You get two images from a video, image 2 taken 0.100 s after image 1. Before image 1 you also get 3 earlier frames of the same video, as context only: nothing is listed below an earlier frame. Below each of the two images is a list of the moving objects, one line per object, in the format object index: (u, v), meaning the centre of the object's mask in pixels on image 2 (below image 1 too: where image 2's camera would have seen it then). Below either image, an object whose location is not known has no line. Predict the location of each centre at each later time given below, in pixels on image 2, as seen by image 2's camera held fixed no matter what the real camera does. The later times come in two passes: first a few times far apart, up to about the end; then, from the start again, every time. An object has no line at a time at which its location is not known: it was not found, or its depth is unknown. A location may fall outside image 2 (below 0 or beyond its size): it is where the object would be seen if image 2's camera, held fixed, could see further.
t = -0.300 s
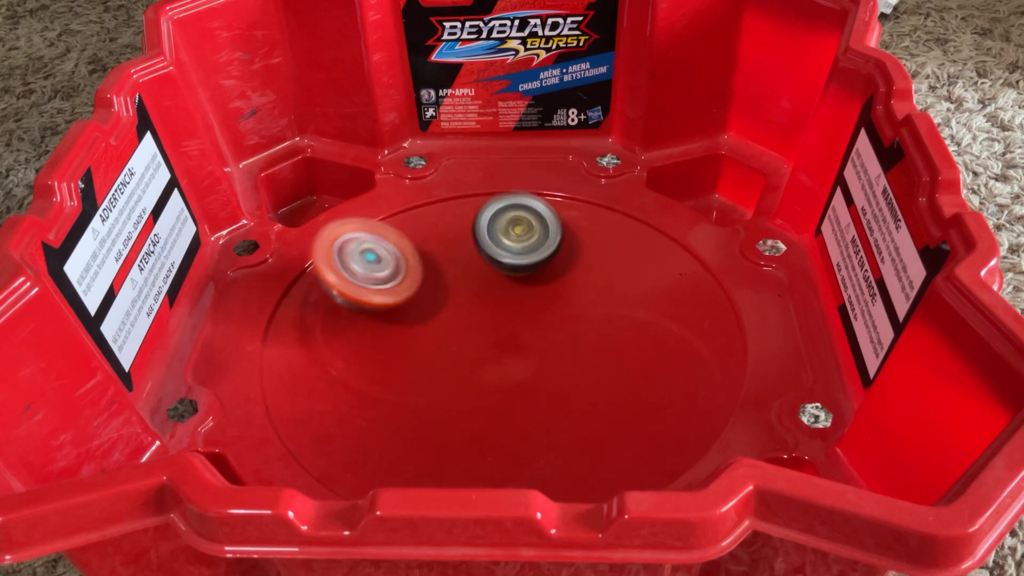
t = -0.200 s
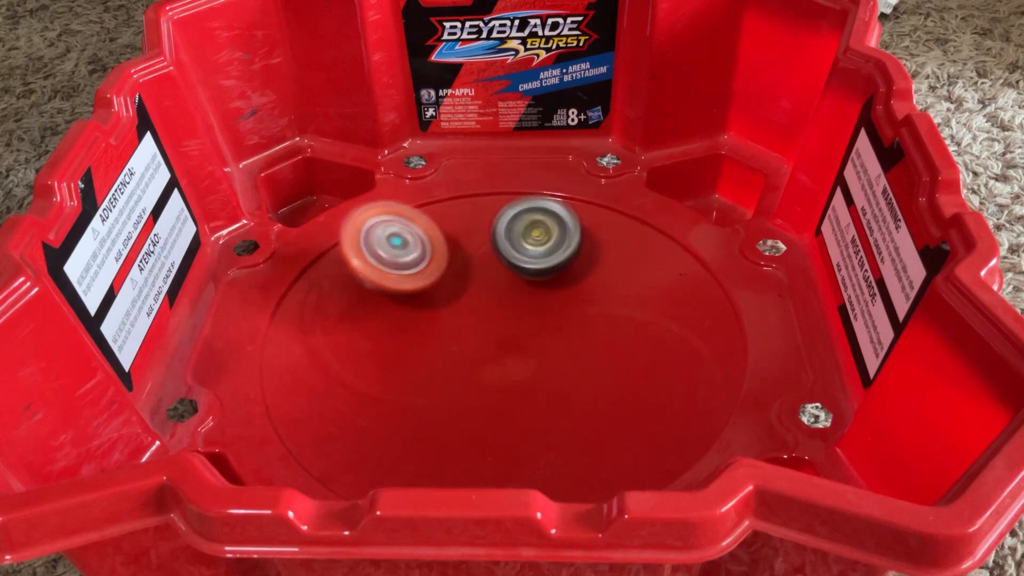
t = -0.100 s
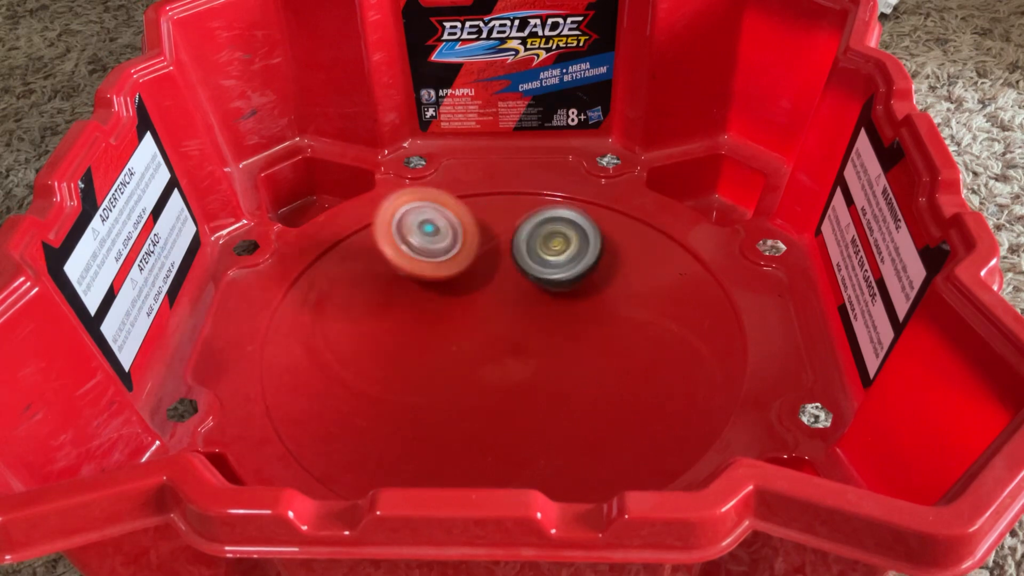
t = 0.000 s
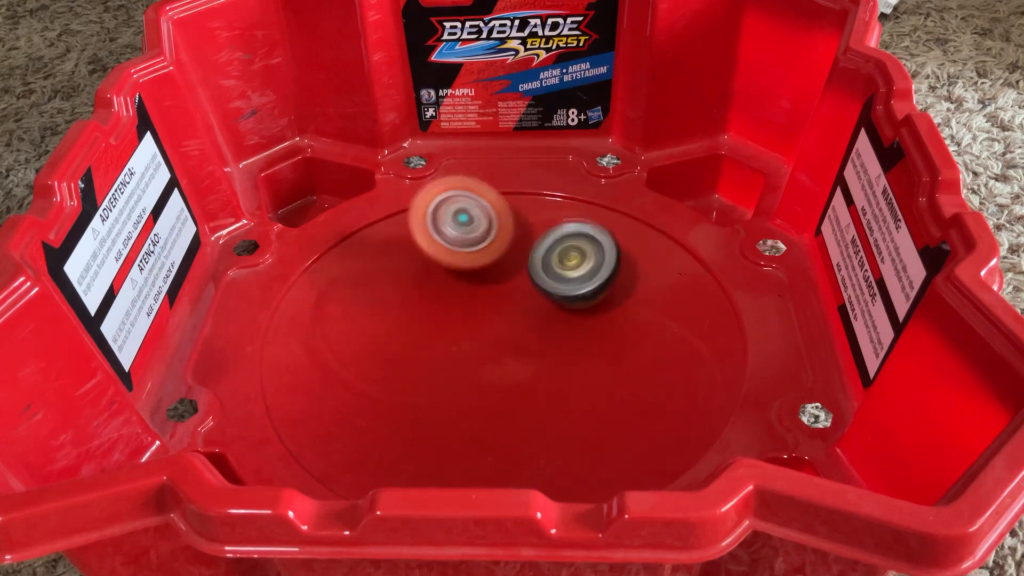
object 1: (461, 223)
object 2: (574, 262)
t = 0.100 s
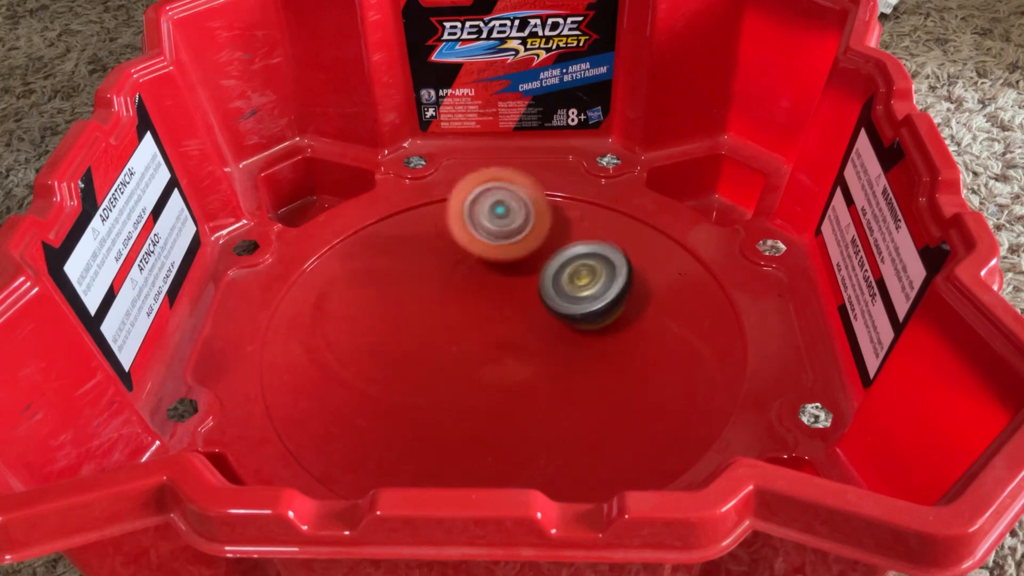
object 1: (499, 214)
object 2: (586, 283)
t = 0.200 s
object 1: (534, 204)
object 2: (591, 305)
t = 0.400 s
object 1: (587, 210)
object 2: (571, 350)
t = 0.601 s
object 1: (631, 253)
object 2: (518, 380)
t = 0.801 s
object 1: (657, 309)
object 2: (456, 375)
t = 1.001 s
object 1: (645, 363)
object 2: (418, 343)
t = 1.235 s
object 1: (576, 420)
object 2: (422, 297)
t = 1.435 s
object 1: (485, 434)
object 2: (465, 273)
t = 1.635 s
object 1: (414, 396)
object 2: (518, 271)
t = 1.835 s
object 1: (357, 343)
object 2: (560, 293)
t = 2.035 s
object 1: (340, 287)
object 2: (574, 329)
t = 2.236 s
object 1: (361, 236)
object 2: (545, 364)
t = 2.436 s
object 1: (420, 205)
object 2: (492, 375)
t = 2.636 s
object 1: (497, 198)
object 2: (447, 355)
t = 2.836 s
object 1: (568, 222)
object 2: (434, 318)
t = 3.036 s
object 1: (631, 257)
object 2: (461, 287)
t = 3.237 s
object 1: (653, 306)
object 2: (505, 274)
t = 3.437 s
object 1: (630, 364)
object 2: (548, 287)
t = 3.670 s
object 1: (555, 417)
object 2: (567, 325)
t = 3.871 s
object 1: (469, 412)
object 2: (543, 357)
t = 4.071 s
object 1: (387, 383)
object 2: (506, 360)
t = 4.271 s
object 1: (352, 333)
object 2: (469, 341)
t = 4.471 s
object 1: (359, 281)
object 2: (469, 312)
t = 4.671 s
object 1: (406, 238)
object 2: (491, 290)
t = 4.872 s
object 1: (466, 218)
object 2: (535, 298)
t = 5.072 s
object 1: (534, 230)
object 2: (561, 320)
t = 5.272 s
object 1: (587, 263)
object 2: (552, 348)
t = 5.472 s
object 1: (613, 309)
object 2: (509, 369)
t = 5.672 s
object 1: (596, 357)
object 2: (465, 355)
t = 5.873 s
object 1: (533, 393)
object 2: (450, 323)
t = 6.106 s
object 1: (446, 387)
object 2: (479, 289)
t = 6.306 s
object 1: (397, 347)
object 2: (520, 282)
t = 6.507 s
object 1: (391, 297)
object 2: (554, 301)
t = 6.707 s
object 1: (428, 257)
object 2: (554, 332)
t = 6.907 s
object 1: (489, 239)
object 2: (519, 356)
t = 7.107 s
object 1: (551, 246)
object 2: (472, 348)
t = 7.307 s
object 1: (594, 280)
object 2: (451, 321)
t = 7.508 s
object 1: (603, 327)
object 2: (468, 292)
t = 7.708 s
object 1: (565, 371)
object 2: (505, 285)
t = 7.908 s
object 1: (496, 388)
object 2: (538, 303)
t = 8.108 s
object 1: (428, 368)
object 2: (542, 332)
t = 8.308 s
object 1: (400, 323)
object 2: (512, 352)
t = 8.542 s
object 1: (416, 270)
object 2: (473, 346)
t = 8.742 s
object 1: (465, 240)
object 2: (468, 335)
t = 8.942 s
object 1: (522, 239)
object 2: (475, 316)
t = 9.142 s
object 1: (572, 265)
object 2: (476, 311)
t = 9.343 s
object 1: (585, 312)
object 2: (476, 304)
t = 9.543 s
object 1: (551, 358)
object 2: (470, 303)
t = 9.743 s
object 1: (485, 376)
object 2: (474, 296)
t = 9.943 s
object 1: (429, 354)
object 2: (490, 291)
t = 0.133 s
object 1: (511, 211)
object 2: (588, 290)
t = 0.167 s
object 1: (523, 207)
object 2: (590, 297)
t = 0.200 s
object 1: (534, 204)
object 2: (591, 305)
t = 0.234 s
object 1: (544, 203)
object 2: (591, 312)
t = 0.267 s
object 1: (553, 203)
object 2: (590, 320)
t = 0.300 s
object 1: (563, 203)
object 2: (587, 328)
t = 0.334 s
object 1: (572, 205)
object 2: (583, 335)
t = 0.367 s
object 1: (579, 207)
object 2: (578, 343)
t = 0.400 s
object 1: (587, 210)
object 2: (571, 350)
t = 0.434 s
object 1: (595, 215)
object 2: (565, 357)
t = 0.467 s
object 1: (602, 222)
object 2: (557, 363)
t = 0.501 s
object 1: (609, 228)
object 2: (548, 368)
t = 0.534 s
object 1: (617, 236)
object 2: (539, 373)
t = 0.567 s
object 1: (624, 244)
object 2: (529, 376)
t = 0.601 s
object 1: (631, 253)
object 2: (518, 380)
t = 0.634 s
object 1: (638, 262)
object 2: (508, 381)
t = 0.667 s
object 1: (643, 271)
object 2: (497, 382)
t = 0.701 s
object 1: (649, 280)
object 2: (487, 381)
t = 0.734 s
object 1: (653, 291)
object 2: (476, 380)
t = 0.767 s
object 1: (654, 301)
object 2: (466, 378)
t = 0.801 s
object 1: (657, 309)
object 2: (456, 375)
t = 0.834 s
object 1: (659, 318)
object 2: (447, 372)
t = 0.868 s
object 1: (658, 326)
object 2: (439, 367)
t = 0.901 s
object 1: (657, 336)
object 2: (433, 362)
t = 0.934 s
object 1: (656, 346)
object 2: (427, 356)
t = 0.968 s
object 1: (651, 354)
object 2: (422, 349)
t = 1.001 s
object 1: (645, 363)
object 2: (418, 343)
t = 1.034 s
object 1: (639, 372)
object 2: (415, 336)
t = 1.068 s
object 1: (631, 382)
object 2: (414, 329)
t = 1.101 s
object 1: (622, 390)
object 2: (413, 322)
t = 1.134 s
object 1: (613, 399)
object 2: (413, 315)
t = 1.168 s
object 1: (602, 408)
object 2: (415, 309)
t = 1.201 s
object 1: (590, 418)
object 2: (418, 303)
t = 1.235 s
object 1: (576, 420)
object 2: (422, 297)
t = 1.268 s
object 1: (563, 426)
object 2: (427, 292)
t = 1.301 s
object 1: (547, 430)
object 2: (433, 287)
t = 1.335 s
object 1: (532, 433)
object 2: (440, 283)
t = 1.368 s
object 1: (516, 435)
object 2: (448, 279)
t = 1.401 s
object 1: (500, 436)
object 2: (456, 276)
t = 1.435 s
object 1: (485, 434)
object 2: (465, 273)
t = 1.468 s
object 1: (473, 428)
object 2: (474, 271)
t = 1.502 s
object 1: (461, 424)
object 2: (483, 269)
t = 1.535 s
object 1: (448, 418)
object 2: (492, 269)
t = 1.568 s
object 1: (436, 412)
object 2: (501, 269)
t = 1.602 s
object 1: (425, 404)
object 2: (510, 270)
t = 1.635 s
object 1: (414, 396)
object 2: (518, 271)
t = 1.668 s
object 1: (402, 388)
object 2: (526, 273)
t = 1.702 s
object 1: (391, 379)
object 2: (534, 276)
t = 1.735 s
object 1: (382, 370)
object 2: (541, 279)
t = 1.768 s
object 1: (373, 361)
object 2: (548, 283)
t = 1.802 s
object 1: (364, 352)
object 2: (555, 288)
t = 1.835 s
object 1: (357, 343)
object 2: (560, 293)
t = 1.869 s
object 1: (352, 334)
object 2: (566, 299)
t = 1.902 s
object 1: (348, 324)
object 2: (569, 305)
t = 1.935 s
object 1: (346, 314)
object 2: (573, 310)
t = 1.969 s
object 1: (344, 305)
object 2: (574, 316)
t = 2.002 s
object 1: (341, 296)
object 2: (575, 322)
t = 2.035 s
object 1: (340, 287)
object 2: (574, 329)
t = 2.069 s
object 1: (339, 278)
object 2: (572, 335)
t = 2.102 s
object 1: (340, 268)
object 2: (569, 342)
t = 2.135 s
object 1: (344, 259)
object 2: (564, 348)
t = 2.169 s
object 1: (349, 251)
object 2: (559, 354)
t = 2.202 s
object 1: (354, 243)
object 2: (552, 360)
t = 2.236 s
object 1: (361, 236)
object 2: (545, 364)
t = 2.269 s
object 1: (368, 228)
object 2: (537, 368)
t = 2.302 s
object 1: (378, 222)
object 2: (529, 372)
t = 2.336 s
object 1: (387, 218)
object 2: (520, 374)
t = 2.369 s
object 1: (397, 213)
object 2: (510, 375)
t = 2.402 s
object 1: (408, 209)
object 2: (501, 376)
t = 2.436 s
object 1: (420, 205)
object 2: (492, 375)
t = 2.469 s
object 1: (433, 203)
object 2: (483, 374)
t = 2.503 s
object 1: (445, 201)
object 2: (474, 372)
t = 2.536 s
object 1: (458, 199)
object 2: (467, 369)
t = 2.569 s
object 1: (470, 198)
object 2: (459, 365)
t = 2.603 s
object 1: (483, 197)
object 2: (452, 360)
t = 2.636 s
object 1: (497, 198)
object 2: (447, 355)
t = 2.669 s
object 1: (509, 203)
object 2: (442, 350)
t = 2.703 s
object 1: (520, 205)
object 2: (438, 344)
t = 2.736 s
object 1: (531, 209)
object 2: (435, 337)
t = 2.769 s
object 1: (543, 212)
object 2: (434, 331)
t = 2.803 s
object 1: (556, 217)
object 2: (434, 324)
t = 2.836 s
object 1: (568, 222)
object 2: (434, 318)
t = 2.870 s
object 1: (579, 227)
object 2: (437, 312)
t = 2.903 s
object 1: (591, 232)
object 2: (440, 306)
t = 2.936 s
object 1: (601, 237)
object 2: (444, 301)
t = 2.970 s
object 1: (613, 243)
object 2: (449, 295)
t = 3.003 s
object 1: (623, 249)
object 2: (455, 291)
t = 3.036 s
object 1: (631, 257)
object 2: (461, 287)
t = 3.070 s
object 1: (639, 264)
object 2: (468, 283)
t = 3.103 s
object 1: (646, 271)
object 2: (475, 279)
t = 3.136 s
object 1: (653, 279)
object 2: (482, 276)
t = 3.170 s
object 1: (655, 289)
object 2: (489, 274)
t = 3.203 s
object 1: (654, 298)
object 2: (496, 274)
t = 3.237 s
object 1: (653, 306)
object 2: (505, 274)
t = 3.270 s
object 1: (651, 315)
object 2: (513, 274)
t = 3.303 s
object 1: (649, 325)
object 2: (520, 275)
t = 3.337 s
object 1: (646, 335)
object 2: (528, 277)
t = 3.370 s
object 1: (642, 345)
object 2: (535, 280)
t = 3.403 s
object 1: (637, 353)
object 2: (542, 283)
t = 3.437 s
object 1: (630, 364)
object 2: (548, 287)
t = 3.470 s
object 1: (623, 374)
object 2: (553, 291)
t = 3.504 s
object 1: (614, 383)
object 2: (558, 296)
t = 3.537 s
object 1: (605, 391)
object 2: (561, 302)
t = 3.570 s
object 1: (594, 399)
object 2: (564, 308)
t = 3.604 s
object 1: (582, 402)
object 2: (567, 313)
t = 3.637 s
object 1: (569, 408)
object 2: (567, 319)
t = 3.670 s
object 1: (555, 417)
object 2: (567, 325)
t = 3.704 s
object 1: (539, 417)
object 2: (566, 331)
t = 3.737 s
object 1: (524, 419)
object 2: (564, 337)
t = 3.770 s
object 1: (510, 417)
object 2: (560, 342)
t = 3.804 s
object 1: (497, 416)
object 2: (556, 347)
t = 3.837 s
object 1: (483, 414)
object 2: (550, 352)
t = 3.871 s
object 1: (469, 412)
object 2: (543, 357)
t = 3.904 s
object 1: (452, 410)
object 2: (538, 360)
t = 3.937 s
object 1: (436, 406)
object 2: (534, 361)
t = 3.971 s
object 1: (422, 402)
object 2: (527, 362)
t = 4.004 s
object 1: (409, 396)
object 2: (520, 362)
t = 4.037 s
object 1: (398, 390)
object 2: (513, 361)
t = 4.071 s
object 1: (387, 383)
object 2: (506, 360)
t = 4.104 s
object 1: (379, 376)
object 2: (498, 358)
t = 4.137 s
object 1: (371, 368)
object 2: (491, 356)
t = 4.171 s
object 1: (364, 360)
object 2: (484, 353)
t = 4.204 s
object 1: (358, 351)
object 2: (479, 350)
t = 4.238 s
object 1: (354, 342)
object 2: (474, 346)
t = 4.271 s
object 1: (352, 333)
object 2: (469, 341)
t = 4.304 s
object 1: (353, 323)
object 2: (467, 337)
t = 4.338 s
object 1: (352, 314)
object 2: (466, 332)
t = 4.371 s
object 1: (352, 305)
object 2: (466, 327)
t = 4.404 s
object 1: (353, 298)
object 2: (466, 322)
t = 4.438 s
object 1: (355, 289)
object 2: (467, 317)
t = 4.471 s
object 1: (359, 281)
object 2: (469, 312)
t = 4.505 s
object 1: (364, 272)
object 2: (471, 308)
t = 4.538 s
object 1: (371, 264)
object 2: (475, 303)
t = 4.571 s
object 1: (378, 257)
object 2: (478, 298)
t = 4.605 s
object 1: (386, 250)
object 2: (481, 295)
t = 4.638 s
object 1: (396, 244)
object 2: (486, 293)
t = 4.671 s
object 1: (406, 238)
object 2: (491, 290)
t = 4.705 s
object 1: (416, 233)
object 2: (497, 290)
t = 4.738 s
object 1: (425, 227)
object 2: (505, 293)
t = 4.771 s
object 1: (434, 223)
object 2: (514, 293)
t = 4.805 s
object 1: (444, 220)
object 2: (520, 295)
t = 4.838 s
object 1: (455, 218)
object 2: (528, 296)
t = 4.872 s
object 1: (466, 218)
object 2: (535, 298)
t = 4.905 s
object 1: (478, 220)
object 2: (540, 301)
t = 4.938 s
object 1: (490, 221)
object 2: (545, 305)
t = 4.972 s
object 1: (500, 222)
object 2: (551, 308)
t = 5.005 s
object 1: (511, 224)
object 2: (555, 312)
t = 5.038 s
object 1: (522, 226)
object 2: (558, 316)
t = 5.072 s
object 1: (534, 230)
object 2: (561, 320)
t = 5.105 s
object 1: (543, 234)
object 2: (561, 324)
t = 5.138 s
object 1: (554, 239)
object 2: (562, 329)
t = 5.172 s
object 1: (563, 244)
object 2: (562, 334)
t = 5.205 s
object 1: (572, 249)
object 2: (559, 339)
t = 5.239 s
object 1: (579, 256)
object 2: (557, 344)
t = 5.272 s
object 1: (587, 263)
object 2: (552, 348)
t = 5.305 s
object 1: (594, 269)
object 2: (545, 355)
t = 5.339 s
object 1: (600, 277)
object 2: (540, 359)
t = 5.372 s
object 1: (604, 285)
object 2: (532, 362)
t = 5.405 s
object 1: (608, 293)
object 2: (525, 366)
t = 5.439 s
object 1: (611, 301)
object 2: (517, 367)
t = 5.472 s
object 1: (613, 309)
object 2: (509, 369)
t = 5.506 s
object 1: (614, 317)
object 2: (501, 368)
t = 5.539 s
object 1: (613, 326)
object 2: (493, 367)
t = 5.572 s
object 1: (611, 334)
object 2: (484, 366)
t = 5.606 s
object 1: (607, 342)
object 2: (477, 363)
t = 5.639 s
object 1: (602, 350)
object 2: (470, 360)
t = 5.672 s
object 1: (596, 357)
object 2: (465, 355)
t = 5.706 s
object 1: (588, 365)
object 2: (459, 351)
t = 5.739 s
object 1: (579, 373)
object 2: (454, 345)
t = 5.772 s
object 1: (570, 380)
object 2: (452, 341)
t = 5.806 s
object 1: (558, 386)
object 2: (450, 335)
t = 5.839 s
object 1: (545, 391)
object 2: (449, 329)
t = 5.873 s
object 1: (533, 393)
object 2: (450, 323)
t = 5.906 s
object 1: (521, 395)
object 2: (450, 317)
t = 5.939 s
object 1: (508, 396)
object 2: (454, 312)
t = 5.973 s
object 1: (495, 397)
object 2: (457, 307)
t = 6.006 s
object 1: (482, 396)
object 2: (461, 302)
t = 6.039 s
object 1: (470, 394)
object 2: (467, 297)
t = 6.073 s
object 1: (457, 391)
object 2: (471, 293)
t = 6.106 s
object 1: (446, 387)
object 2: (479, 289)
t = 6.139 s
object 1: (435, 382)
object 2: (485, 286)
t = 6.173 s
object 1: (425, 376)
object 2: (493, 284)
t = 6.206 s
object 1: (416, 370)
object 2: (499, 281)
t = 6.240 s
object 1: (408, 363)
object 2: (506, 281)
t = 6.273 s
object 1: (402, 355)
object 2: (513, 281)
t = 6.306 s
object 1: (397, 347)
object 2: (520, 282)
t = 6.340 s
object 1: (392, 338)
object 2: (528, 283)
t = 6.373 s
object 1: (389, 330)
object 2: (532, 286)
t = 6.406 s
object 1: (388, 321)
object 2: (540, 289)
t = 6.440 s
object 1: (387, 313)
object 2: (544, 292)
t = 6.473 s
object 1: (389, 305)
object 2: (550, 296)
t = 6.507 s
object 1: (391, 297)
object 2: (554, 301)
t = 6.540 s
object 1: (395, 288)
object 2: (556, 307)
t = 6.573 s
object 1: (399, 281)
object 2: (558, 311)
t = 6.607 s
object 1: (405, 274)
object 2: (558, 317)
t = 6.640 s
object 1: (412, 268)
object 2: (559, 322)
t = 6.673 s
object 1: (419, 262)
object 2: (557, 328)
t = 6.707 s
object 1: (428, 257)
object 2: (554, 332)
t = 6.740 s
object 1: (437, 252)
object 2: (550, 338)
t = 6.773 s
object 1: (447, 249)
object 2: (546, 342)
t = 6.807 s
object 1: (458, 246)
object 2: (540, 347)
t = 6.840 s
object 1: (468, 243)
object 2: (533, 351)
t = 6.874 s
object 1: (479, 241)
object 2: (526, 354)
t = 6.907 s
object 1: (489, 239)
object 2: (519, 356)
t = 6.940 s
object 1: (500, 239)
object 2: (511, 357)
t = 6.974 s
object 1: (510, 239)
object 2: (502, 357)
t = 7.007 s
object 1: (521, 239)
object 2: (495, 356)
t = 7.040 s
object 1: (531, 241)
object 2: (487, 354)
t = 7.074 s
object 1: (541, 243)
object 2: (479, 352)
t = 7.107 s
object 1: (551, 246)
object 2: (472, 348)
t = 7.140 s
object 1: (560, 250)
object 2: (466, 345)
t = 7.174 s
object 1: (569, 254)
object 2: (461, 341)
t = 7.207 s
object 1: (576, 260)
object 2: (457, 336)
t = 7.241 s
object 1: (584, 265)
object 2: (453, 331)
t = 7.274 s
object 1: (590, 272)
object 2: (452, 327)
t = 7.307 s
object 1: (594, 280)
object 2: (451, 321)
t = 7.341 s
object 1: (599, 286)
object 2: (452, 316)
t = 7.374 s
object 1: (602, 294)
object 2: (453, 310)
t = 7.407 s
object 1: (604, 302)
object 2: (456, 306)
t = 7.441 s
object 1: (605, 310)
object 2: (459, 301)
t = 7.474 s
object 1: (605, 318)
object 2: (464, 297)
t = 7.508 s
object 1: (603, 327)
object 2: (468, 292)
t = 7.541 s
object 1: (600, 335)
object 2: (474, 290)
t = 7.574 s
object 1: (596, 343)
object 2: (479, 287)
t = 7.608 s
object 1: (590, 351)
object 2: (486, 286)
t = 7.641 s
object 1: (583, 358)
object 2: (492, 284)
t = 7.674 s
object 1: (574, 365)
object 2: (499, 284)
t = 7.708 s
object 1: (565, 371)
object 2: (505, 285)
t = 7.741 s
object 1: (554, 377)
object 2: (513, 287)
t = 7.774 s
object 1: (543, 381)
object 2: (518, 288)
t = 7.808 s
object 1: (531, 377)
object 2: (524, 291)
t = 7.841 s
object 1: (520, 387)
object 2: (529, 294)
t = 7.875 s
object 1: (508, 388)
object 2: (535, 298)
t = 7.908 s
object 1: (496, 388)
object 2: (538, 303)
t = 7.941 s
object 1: (483, 388)
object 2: (542, 307)
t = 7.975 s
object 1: (471, 386)
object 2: (543, 312)
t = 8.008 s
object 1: (459, 383)
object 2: (546, 317)
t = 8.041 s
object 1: (448, 379)
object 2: (545, 322)
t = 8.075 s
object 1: (437, 374)
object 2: (544, 327)
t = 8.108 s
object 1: (428, 368)
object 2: (542, 332)
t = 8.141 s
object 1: (420, 362)
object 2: (539, 336)
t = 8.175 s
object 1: (414, 355)
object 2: (534, 341)
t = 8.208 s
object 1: (409, 347)
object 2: (530, 344)
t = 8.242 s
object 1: (406, 340)
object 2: (524, 348)
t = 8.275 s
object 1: (404, 332)
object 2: (518, 350)
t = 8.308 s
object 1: (400, 323)
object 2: (512, 352)
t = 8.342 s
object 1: (398, 315)
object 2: (507, 353)
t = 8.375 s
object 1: (398, 307)
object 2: (501, 354)
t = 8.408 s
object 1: (399, 298)
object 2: (494, 353)
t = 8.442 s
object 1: (401, 291)
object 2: (489, 353)
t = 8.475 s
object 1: (405, 283)
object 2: (483, 351)
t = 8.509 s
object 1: (410, 277)
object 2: (479, 348)
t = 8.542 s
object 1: (416, 270)
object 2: (473, 346)
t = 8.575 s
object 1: (422, 262)
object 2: (471, 346)
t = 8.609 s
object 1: (431, 256)
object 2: (470, 346)
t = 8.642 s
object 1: (438, 251)
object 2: (469, 344)
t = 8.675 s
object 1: (446, 246)
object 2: (469, 341)
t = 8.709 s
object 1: (454, 242)
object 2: (467, 338)
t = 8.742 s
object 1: (465, 240)
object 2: (468, 335)
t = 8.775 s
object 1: (473, 238)
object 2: (469, 332)
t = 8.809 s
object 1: (482, 236)
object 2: (468, 328)
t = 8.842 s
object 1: (491, 236)
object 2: (470, 325)
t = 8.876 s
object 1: (501, 237)
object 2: (471, 321)
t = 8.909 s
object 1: (512, 237)
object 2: (473, 317)
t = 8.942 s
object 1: (522, 239)
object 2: (475, 316)
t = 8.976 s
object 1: (533, 241)
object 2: (473, 315)
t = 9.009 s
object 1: (544, 243)
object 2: (472, 315)
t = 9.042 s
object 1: (553, 248)
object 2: (472, 315)
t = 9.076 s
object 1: (560, 252)
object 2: (474, 312)
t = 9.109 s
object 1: (567, 258)
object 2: (476, 312)
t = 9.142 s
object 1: (572, 265)
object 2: (476, 311)
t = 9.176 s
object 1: (577, 272)
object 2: (478, 309)
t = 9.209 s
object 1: (581, 281)
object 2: (478, 308)
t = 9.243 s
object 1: (583, 287)
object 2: (477, 307)
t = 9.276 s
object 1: (584, 296)
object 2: (479, 306)
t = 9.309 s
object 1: (585, 303)
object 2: (478, 305)
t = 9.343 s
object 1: (585, 312)
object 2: (476, 304)
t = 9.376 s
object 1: (582, 320)
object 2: (475, 302)
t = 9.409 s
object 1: (579, 328)
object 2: (473, 302)
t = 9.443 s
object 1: (573, 336)
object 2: (470, 302)
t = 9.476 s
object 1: (568, 345)
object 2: (470, 302)
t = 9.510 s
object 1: (560, 351)
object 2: (470, 303)
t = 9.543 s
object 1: (551, 358)
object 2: (470, 303)
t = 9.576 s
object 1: (541, 363)
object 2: (471, 303)
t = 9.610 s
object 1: (530, 367)
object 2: (471, 303)
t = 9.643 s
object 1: (519, 371)
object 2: (472, 301)
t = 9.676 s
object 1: (508, 374)
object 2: (473, 300)
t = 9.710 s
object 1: (497, 375)
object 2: (472, 300)
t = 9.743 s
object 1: (485, 376)
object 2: (474, 296)
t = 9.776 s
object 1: (474, 374)
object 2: (478, 295)
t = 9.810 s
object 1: (463, 372)
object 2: (479, 294)
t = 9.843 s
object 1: (453, 369)
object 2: (481, 292)
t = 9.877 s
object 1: (444, 365)
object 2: (485, 291)
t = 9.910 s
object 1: (437, 360)
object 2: (488, 290)
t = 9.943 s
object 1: (429, 354)
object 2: (490, 291)
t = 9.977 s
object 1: (420, 350)
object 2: (501, 286)
